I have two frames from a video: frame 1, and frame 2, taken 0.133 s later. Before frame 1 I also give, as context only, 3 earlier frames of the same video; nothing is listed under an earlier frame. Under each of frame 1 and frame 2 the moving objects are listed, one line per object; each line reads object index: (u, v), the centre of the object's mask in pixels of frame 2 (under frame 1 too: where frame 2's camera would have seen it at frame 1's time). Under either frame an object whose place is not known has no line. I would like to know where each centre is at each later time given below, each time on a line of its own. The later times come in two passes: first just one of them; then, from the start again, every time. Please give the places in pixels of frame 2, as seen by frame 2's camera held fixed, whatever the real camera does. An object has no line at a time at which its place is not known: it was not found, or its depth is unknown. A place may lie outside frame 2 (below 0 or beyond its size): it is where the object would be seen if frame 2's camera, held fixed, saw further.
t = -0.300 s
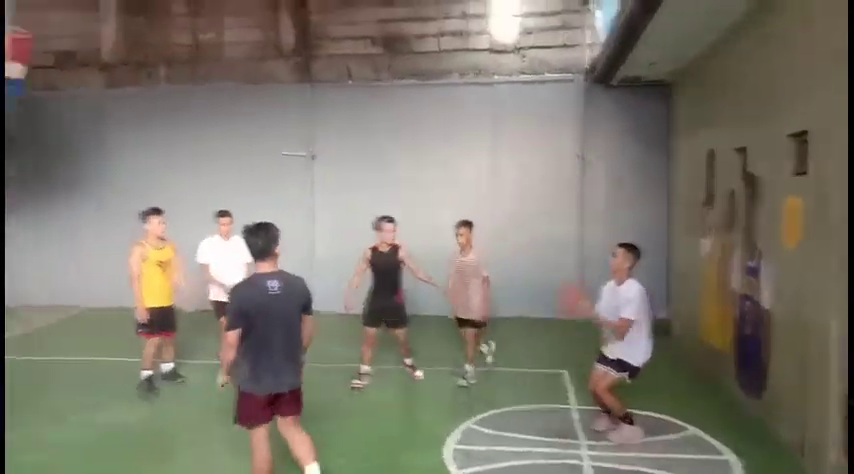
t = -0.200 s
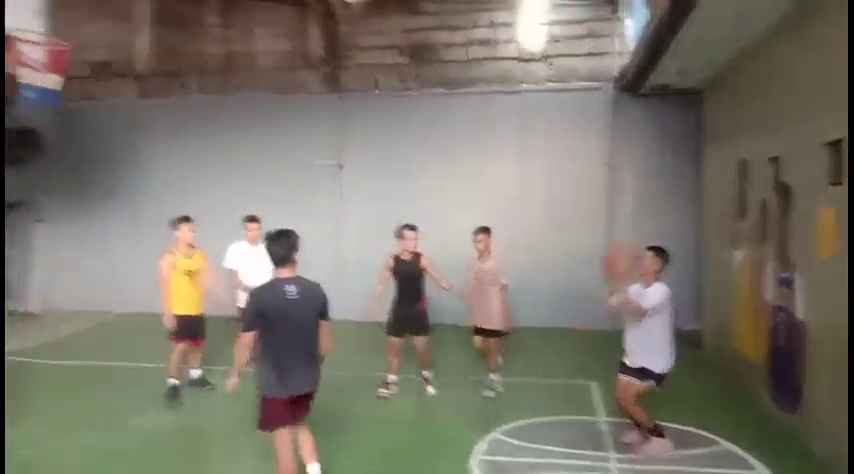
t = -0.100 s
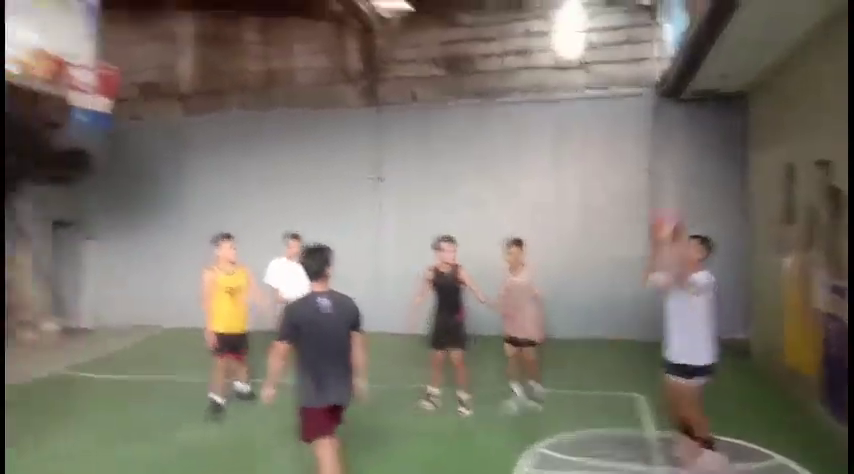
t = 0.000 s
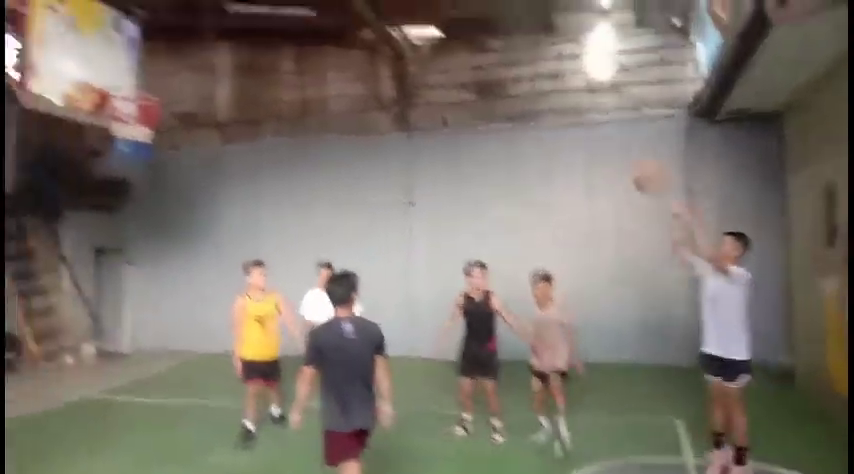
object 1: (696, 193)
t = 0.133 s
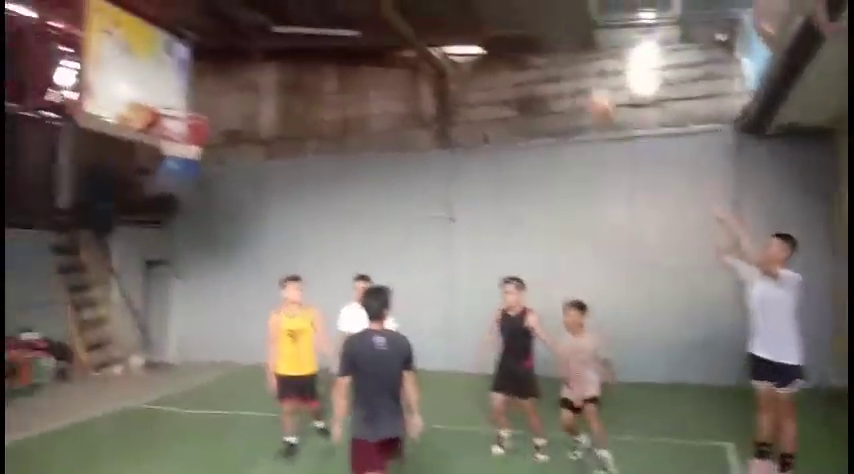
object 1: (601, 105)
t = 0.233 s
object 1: (535, 56)
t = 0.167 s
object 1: (578, 85)
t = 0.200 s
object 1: (556, 69)
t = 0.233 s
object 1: (535, 56)
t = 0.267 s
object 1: (515, 43)
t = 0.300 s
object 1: (495, 34)
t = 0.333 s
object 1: (476, 25)
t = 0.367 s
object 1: (457, 18)
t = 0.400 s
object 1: (439, 13)
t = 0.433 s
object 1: (422, 10)
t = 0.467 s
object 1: (404, 8)
